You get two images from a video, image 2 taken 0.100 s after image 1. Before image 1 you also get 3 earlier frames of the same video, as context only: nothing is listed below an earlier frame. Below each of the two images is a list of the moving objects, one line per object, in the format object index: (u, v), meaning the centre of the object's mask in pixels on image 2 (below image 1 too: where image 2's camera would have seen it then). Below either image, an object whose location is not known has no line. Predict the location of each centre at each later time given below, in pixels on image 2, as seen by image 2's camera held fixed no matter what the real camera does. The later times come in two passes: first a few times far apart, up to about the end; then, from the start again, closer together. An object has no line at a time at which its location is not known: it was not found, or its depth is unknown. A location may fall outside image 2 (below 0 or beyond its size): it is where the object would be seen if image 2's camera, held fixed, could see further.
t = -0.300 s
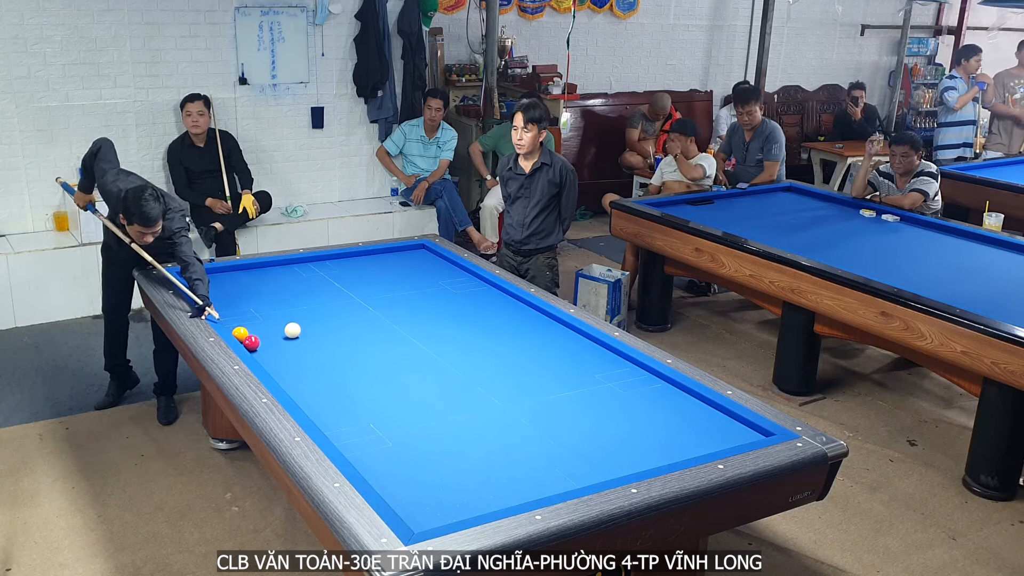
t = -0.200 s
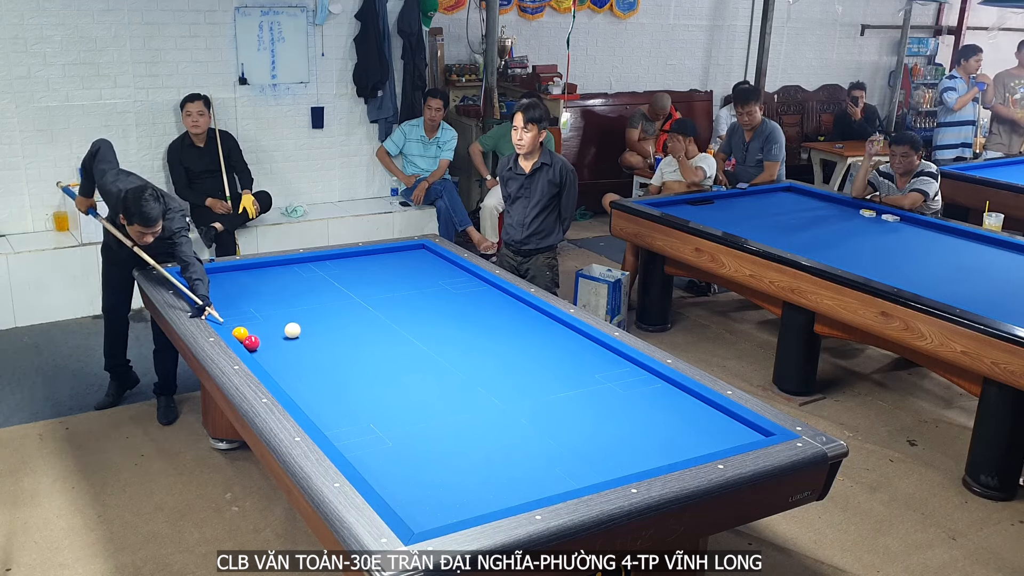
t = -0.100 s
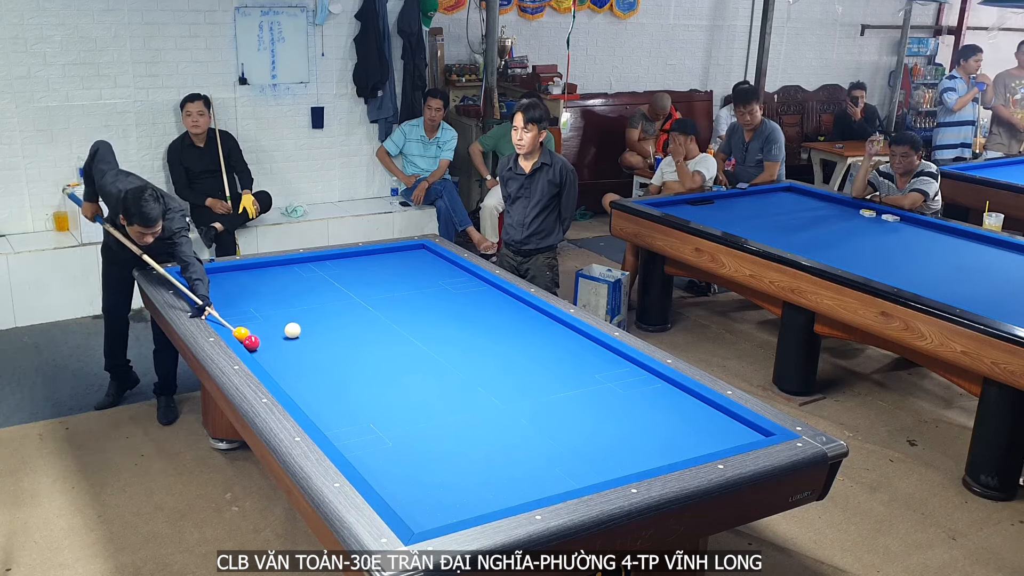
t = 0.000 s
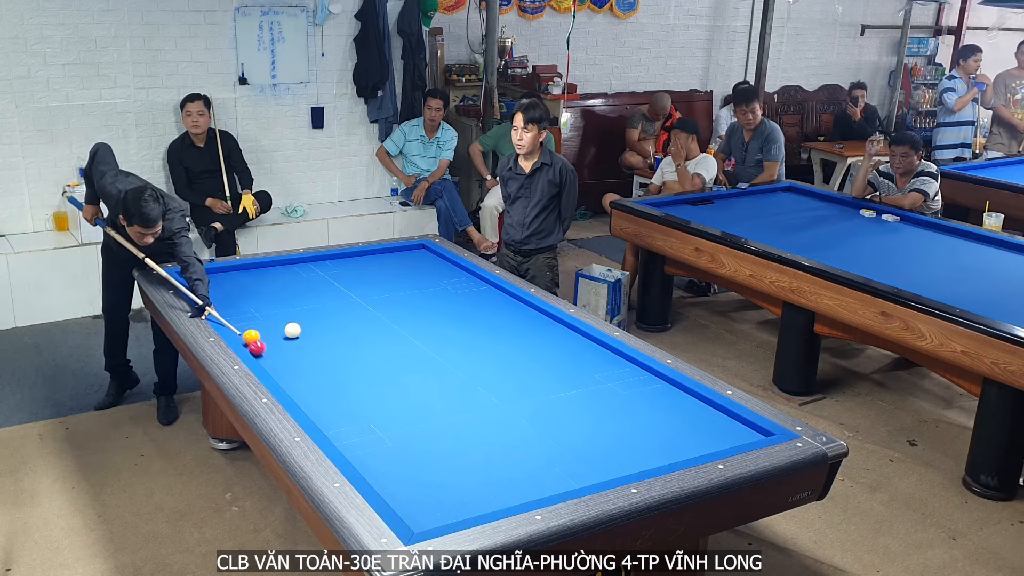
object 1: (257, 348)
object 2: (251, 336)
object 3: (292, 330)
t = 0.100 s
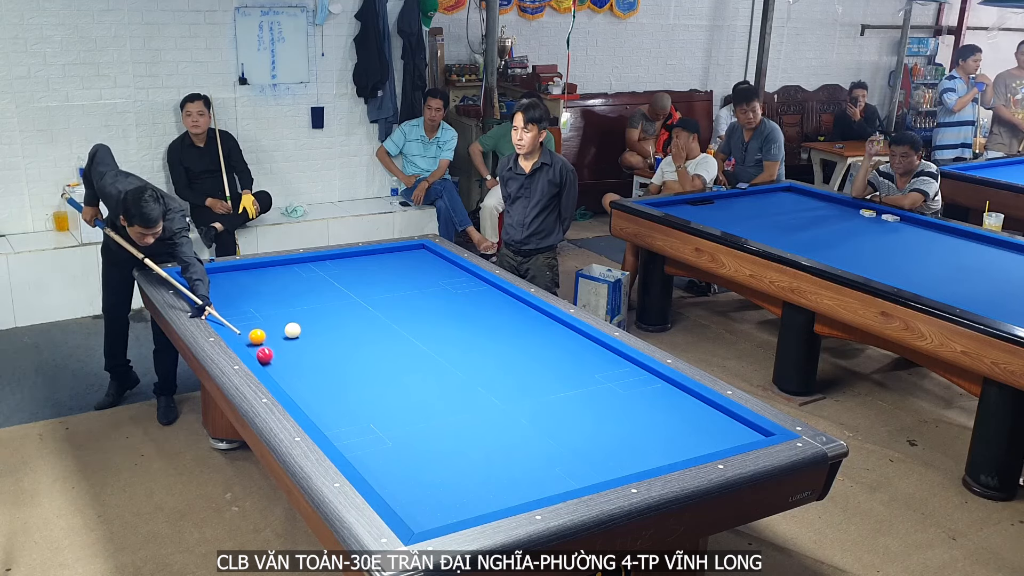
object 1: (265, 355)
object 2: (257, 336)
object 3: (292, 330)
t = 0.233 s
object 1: (274, 364)
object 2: (264, 336)
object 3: (292, 330)
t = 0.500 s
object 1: (294, 382)
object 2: (278, 334)
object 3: (293, 330)
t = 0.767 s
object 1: (315, 402)
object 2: (286, 335)
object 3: (298, 328)
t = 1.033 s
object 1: (337, 422)
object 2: (291, 335)
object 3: (302, 327)
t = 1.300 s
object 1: (361, 444)
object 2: (296, 336)
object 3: (306, 326)
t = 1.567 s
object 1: (386, 468)
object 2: (300, 336)
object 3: (309, 325)
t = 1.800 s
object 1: (410, 490)
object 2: (302, 337)
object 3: (312, 324)
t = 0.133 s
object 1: (267, 358)
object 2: (259, 336)
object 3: (292, 330)
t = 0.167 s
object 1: (269, 360)
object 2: (261, 336)
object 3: (292, 330)
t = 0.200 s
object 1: (272, 362)
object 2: (263, 336)
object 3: (292, 330)
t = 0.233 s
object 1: (274, 364)
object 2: (264, 336)
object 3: (292, 330)
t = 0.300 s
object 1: (279, 369)
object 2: (268, 335)
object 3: (292, 330)
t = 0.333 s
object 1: (281, 371)
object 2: (270, 335)
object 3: (292, 330)
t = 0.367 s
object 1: (284, 373)
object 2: (271, 335)
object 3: (292, 330)
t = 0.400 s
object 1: (286, 375)
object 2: (273, 335)
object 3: (292, 330)
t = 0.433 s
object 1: (289, 378)
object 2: (275, 335)
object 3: (292, 330)
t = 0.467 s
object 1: (291, 380)
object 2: (276, 335)
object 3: (292, 330)
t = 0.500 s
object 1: (294, 382)
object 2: (278, 334)
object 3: (293, 330)
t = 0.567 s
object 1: (299, 387)
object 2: (281, 334)
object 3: (294, 330)
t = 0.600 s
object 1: (302, 390)
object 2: (282, 334)
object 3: (294, 329)
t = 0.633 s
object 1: (304, 392)
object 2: (283, 335)
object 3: (295, 329)
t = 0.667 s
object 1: (307, 394)
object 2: (283, 335)
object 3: (296, 329)
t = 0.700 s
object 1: (309, 397)
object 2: (284, 335)
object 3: (296, 329)
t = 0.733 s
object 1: (312, 399)
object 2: (285, 335)
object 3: (297, 329)
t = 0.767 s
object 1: (315, 402)
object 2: (286, 335)
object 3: (298, 328)
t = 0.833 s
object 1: (320, 407)
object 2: (287, 335)
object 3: (299, 328)
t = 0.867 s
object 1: (323, 409)
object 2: (288, 335)
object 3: (299, 328)
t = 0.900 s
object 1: (326, 412)
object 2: (288, 335)
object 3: (300, 328)
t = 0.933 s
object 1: (328, 414)
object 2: (289, 335)
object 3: (301, 327)
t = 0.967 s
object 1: (331, 417)
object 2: (290, 335)
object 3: (301, 327)
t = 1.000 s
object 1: (334, 420)
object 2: (290, 335)
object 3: (302, 327)
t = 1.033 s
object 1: (337, 422)
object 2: (291, 335)
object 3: (302, 327)
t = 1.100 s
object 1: (343, 428)
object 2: (292, 335)
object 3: (303, 327)
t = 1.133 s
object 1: (346, 430)
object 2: (293, 336)
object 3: (304, 326)
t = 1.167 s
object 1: (349, 433)
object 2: (293, 336)
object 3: (304, 326)
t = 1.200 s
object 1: (352, 436)
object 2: (294, 336)
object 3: (305, 326)
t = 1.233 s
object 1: (355, 439)
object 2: (295, 336)
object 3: (305, 326)
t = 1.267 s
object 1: (358, 441)
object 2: (295, 336)
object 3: (306, 326)
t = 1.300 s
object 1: (361, 444)
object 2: (296, 336)
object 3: (306, 326)
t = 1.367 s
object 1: (367, 450)
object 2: (297, 336)
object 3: (307, 326)
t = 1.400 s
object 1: (370, 453)
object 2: (297, 336)
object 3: (307, 325)
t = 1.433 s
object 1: (373, 456)
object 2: (298, 336)
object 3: (308, 325)
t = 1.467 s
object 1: (377, 459)
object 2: (298, 336)
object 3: (308, 325)
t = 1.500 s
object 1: (380, 462)
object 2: (299, 336)
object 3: (308, 325)
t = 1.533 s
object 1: (383, 465)
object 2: (299, 336)
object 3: (309, 325)
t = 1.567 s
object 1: (386, 468)
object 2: (300, 336)
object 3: (309, 325)
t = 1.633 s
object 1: (393, 474)
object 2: (300, 336)
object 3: (310, 325)
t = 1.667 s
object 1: (396, 478)
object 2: (301, 336)
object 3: (310, 325)
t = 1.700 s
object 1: (399, 481)
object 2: (301, 336)
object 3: (311, 324)
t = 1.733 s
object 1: (403, 484)
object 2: (301, 337)
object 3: (311, 324)
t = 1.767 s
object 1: (406, 487)
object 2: (302, 337)
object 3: (311, 324)
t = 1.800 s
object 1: (410, 490)
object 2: (302, 337)
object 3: (312, 324)
